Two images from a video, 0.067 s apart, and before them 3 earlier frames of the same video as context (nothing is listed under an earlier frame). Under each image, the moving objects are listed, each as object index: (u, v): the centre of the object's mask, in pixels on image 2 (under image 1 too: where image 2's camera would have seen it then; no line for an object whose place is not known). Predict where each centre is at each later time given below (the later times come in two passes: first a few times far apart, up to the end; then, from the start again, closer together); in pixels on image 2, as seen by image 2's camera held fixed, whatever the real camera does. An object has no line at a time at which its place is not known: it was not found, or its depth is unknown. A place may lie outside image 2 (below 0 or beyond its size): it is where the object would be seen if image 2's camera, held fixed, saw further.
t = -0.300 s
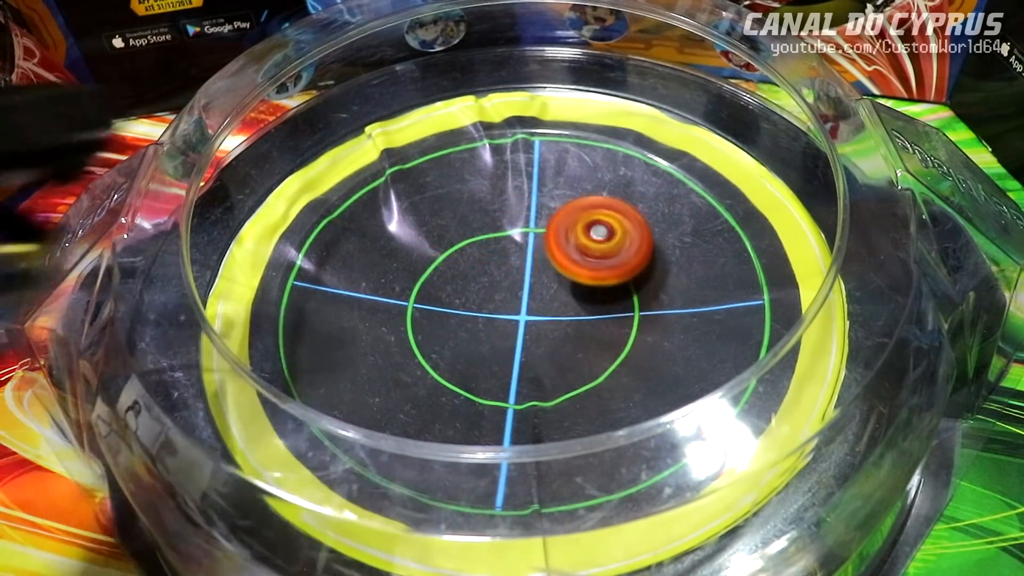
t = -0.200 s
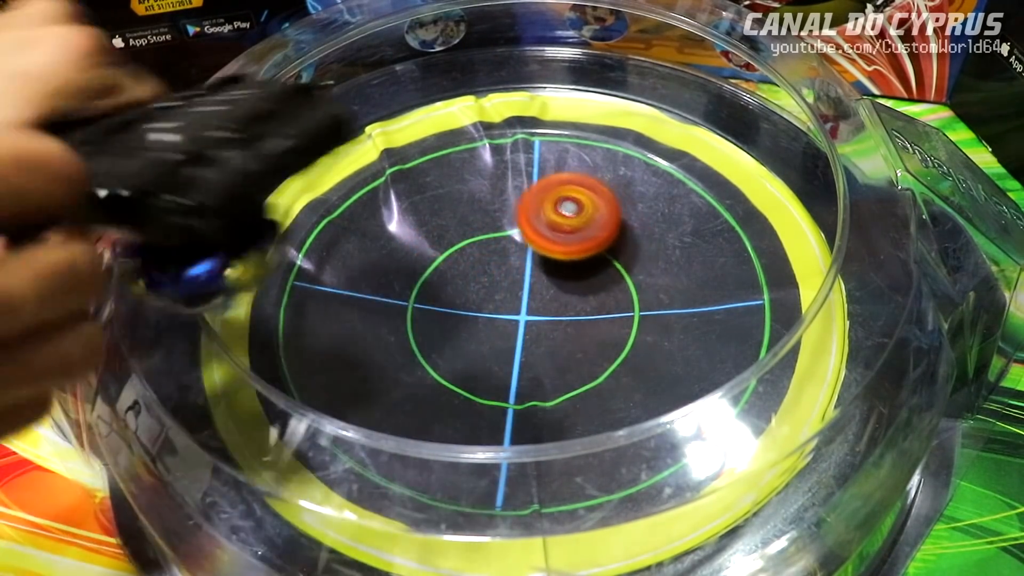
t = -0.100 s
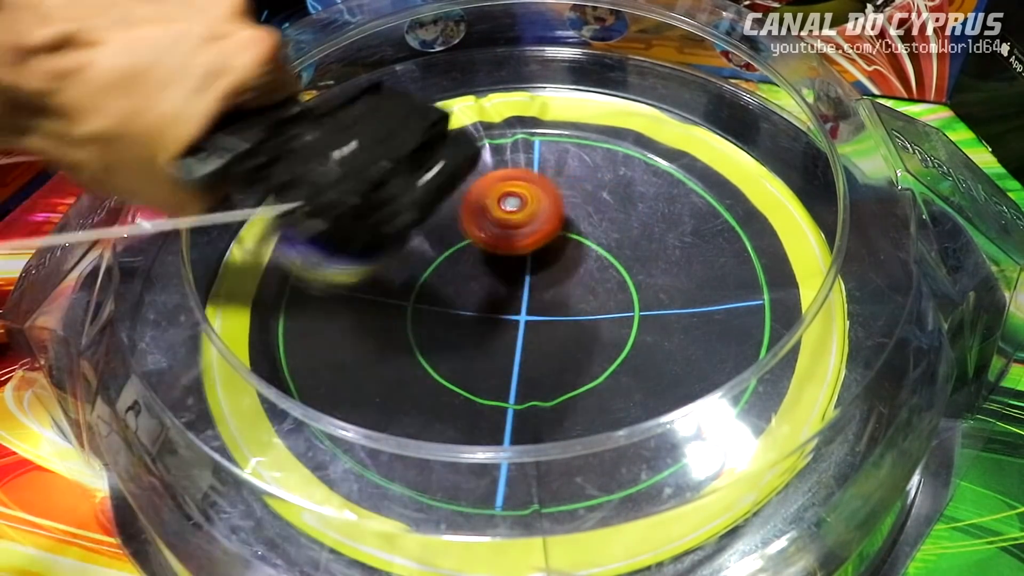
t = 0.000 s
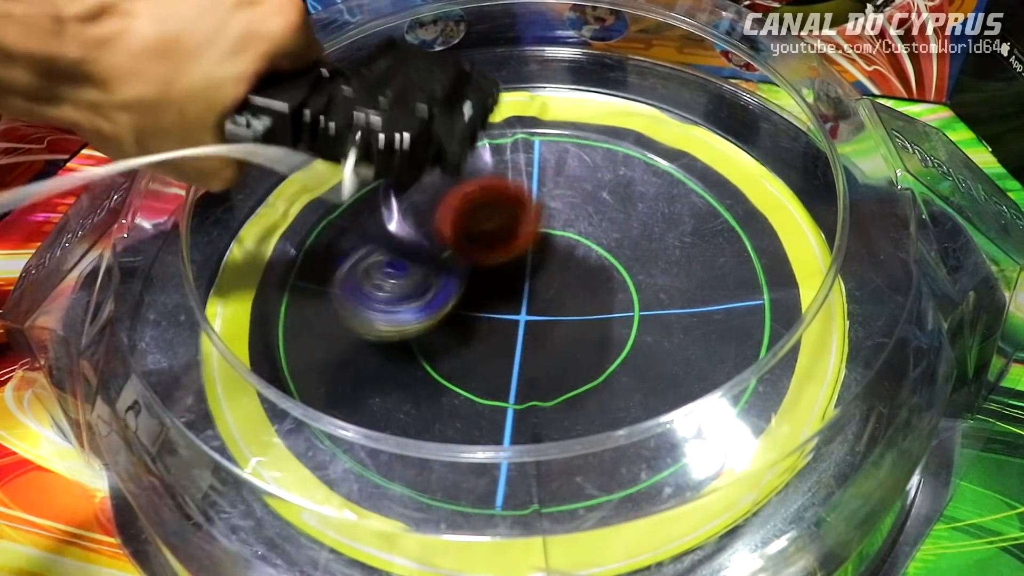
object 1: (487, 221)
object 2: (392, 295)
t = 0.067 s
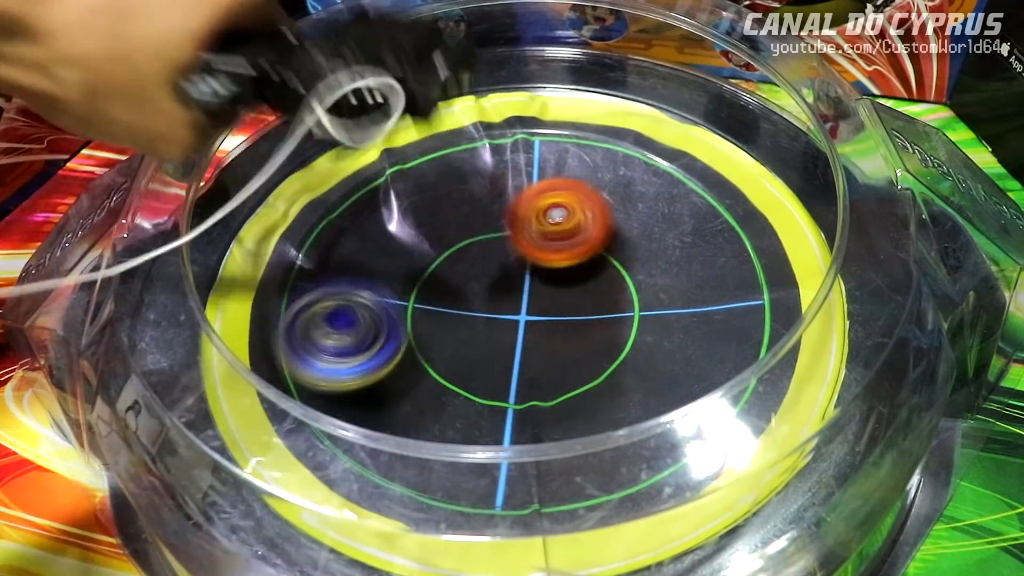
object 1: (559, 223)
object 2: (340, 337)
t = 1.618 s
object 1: (806, 444)
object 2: (161, 309)
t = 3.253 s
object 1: (462, 162)
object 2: (843, 387)
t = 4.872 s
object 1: (624, 210)
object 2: (568, 71)
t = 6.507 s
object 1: (532, 270)
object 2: (628, 185)
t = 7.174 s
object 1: (278, 434)
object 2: (530, 69)
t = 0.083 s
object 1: (574, 222)
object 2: (335, 349)
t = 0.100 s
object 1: (588, 225)
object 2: (332, 358)
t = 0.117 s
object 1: (600, 226)
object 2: (333, 367)
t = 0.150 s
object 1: (623, 232)
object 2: (346, 381)
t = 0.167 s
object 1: (633, 236)
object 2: (356, 387)
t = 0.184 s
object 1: (641, 238)
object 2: (362, 407)
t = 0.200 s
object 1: (648, 243)
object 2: (380, 412)
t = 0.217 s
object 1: (653, 246)
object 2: (402, 416)
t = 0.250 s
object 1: (659, 254)
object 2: (443, 418)
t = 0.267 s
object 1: (660, 258)
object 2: (469, 408)
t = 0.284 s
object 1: (660, 261)
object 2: (498, 405)
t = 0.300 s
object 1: (658, 266)
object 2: (523, 399)
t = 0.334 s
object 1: (651, 272)
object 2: (581, 381)
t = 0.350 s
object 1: (645, 273)
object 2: (603, 367)
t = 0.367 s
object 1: (645, 265)
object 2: (614, 361)
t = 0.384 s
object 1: (651, 244)
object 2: (615, 367)
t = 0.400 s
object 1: (655, 224)
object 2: (616, 375)
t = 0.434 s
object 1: (661, 192)
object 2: (614, 385)
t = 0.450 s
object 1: (662, 176)
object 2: (614, 398)
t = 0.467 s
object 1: (663, 162)
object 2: (613, 400)
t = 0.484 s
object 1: (662, 147)
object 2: (610, 400)
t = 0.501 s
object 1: (659, 134)
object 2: (606, 390)
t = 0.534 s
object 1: (650, 117)
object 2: (604, 386)
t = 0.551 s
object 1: (645, 110)
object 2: (602, 380)
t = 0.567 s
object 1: (641, 103)
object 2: (601, 374)
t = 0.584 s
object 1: (637, 97)
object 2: (599, 366)
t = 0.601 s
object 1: (635, 89)
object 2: (595, 352)
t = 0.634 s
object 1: (631, 78)
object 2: (589, 324)
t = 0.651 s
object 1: (629, 73)
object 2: (585, 307)
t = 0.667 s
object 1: (626, 70)
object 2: (579, 290)
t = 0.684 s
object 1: (622, 71)
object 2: (570, 272)
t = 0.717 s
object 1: (610, 77)
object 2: (548, 235)
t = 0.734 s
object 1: (604, 79)
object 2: (533, 217)
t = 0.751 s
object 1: (600, 82)
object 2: (522, 203)
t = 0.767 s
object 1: (595, 84)
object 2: (506, 186)
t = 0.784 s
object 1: (592, 88)
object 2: (491, 171)
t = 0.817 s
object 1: (586, 95)
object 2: (466, 148)
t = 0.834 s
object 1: (585, 100)
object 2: (450, 135)
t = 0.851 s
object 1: (584, 104)
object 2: (436, 123)
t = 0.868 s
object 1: (583, 110)
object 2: (421, 113)
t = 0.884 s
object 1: (581, 120)
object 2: (407, 104)
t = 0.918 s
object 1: (575, 142)
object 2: (382, 102)
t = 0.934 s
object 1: (570, 155)
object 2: (367, 101)
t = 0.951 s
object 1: (565, 170)
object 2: (355, 98)
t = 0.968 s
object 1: (558, 185)
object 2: (341, 96)
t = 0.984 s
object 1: (551, 201)
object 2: (331, 96)
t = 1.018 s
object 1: (534, 240)
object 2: (313, 105)
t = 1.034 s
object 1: (524, 259)
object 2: (304, 110)
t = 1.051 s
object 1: (515, 279)
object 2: (296, 112)
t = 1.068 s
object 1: (507, 297)
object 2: (288, 119)
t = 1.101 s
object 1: (493, 333)
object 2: (275, 134)
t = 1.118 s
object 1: (488, 348)
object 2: (269, 140)
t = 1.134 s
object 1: (484, 363)
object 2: (264, 148)
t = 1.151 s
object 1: (480, 378)
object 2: (258, 154)
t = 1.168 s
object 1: (480, 390)
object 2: (251, 160)
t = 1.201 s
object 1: (482, 405)
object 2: (240, 173)
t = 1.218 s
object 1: (484, 426)
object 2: (232, 179)
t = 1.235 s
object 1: (487, 439)
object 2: (230, 185)
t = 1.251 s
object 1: (492, 450)
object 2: (217, 190)
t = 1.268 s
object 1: (498, 463)
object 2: (210, 195)
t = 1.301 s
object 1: (518, 476)
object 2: (191, 202)
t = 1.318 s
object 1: (528, 478)
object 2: (183, 206)
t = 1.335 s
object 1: (540, 479)
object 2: (176, 211)
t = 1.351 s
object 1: (552, 480)
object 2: (163, 217)
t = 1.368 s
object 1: (567, 478)
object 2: (156, 222)
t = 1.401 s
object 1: (597, 491)
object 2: (146, 237)
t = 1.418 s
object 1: (612, 486)
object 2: (146, 244)
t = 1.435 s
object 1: (626, 486)
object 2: (146, 252)
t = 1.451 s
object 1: (639, 486)
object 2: (146, 258)
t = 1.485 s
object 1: (672, 489)
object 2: (145, 273)
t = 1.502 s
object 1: (691, 487)
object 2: (151, 277)
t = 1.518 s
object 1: (715, 475)
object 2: (145, 282)
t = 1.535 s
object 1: (732, 475)
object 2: (133, 290)
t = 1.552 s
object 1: (750, 471)
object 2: (128, 299)
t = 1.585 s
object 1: (787, 460)
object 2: (146, 308)
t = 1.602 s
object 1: (797, 450)
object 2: (155, 307)
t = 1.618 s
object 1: (806, 444)
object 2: (161, 309)
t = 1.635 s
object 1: (816, 438)
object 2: (169, 311)
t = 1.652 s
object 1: (828, 434)
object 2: (178, 315)
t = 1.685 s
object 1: (854, 427)
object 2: (207, 319)
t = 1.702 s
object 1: (856, 419)
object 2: (222, 320)
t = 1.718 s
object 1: (857, 411)
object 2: (239, 319)
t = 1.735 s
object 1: (857, 404)
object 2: (260, 317)
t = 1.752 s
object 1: (858, 399)
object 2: (273, 318)
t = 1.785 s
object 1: (857, 388)
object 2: (307, 326)
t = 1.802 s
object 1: (859, 384)
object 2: (322, 329)
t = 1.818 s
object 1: (859, 382)
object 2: (346, 335)
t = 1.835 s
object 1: (861, 379)
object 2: (369, 340)
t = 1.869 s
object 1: (864, 376)
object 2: (424, 351)
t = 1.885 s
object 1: (865, 376)
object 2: (452, 357)
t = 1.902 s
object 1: (866, 376)
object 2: (482, 358)
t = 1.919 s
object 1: (867, 377)
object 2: (518, 357)
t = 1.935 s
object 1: (868, 379)
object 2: (551, 354)
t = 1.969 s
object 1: (869, 385)
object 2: (616, 333)
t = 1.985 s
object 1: (868, 388)
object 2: (645, 319)
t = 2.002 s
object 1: (868, 392)
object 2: (672, 303)
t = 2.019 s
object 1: (866, 396)
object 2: (693, 288)
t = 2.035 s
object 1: (864, 400)
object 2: (710, 272)
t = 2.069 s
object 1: (859, 409)
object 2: (737, 240)
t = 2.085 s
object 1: (855, 414)
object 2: (750, 219)
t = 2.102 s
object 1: (851, 419)
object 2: (757, 203)
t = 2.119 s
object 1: (847, 425)
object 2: (764, 184)
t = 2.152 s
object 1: (839, 437)
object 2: (769, 157)
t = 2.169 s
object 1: (833, 443)
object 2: (772, 143)
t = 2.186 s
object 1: (829, 449)
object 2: (763, 125)
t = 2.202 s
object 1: (823, 456)
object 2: (753, 109)
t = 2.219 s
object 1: (818, 462)
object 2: (744, 98)
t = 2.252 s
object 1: (808, 475)
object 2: (725, 90)
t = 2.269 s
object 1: (802, 482)
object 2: (714, 80)
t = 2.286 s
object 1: (797, 488)
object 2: (703, 77)
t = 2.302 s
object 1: (789, 493)
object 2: (690, 71)
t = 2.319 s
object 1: (781, 499)
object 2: (677, 67)
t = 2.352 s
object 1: (767, 508)
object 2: (650, 59)
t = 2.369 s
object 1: (759, 513)
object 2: (635, 56)
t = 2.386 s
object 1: (751, 516)
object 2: (621, 53)
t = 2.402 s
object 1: (743, 519)
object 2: (604, 51)
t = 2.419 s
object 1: (734, 520)
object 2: (586, 51)
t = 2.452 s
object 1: (717, 523)
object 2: (552, 46)
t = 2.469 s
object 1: (709, 523)
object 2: (535, 45)
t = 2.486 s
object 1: (702, 524)
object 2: (519, 46)
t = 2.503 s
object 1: (694, 524)
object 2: (504, 49)
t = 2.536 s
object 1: (679, 526)
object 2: (471, 52)
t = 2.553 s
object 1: (672, 527)
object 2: (454, 53)
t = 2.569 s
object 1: (666, 527)
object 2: (441, 57)
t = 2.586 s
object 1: (659, 528)
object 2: (425, 59)
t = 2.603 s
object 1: (654, 528)
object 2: (410, 64)
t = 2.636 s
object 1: (642, 529)
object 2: (378, 72)
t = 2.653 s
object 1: (635, 529)
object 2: (364, 78)
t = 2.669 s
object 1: (629, 527)
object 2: (350, 83)
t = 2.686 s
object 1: (623, 525)
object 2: (336, 90)
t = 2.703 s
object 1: (616, 523)
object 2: (322, 96)
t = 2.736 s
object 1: (603, 511)
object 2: (296, 111)
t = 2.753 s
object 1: (597, 505)
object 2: (286, 120)
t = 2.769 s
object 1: (589, 494)
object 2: (274, 131)
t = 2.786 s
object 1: (582, 484)
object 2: (264, 142)
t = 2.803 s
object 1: (577, 475)
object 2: (259, 152)
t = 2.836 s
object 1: (566, 460)
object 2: (257, 180)
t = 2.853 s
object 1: (560, 450)
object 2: (257, 192)
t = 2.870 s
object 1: (556, 437)
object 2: (260, 204)
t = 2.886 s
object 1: (551, 425)
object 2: (266, 222)
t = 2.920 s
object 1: (544, 395)
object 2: (282, 257)
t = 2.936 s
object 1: (542, 383)
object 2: (293, 277)
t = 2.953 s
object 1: (540, 366)
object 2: (303, 297)
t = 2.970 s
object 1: (538, 351)
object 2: (314, 319)
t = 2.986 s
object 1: (536, 335)
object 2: (329, 343)
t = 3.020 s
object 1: (532, 302)
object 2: (375, 379)
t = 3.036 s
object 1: (528, 286)
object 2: (402, 392)
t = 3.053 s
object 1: (525, 270)
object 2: (431, 413)
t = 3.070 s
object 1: (522, 255)
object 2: (466, 431)
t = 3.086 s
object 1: (517, 241)
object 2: (504, 441)
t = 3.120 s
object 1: (509, 216)
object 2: (578, 447)
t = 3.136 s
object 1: (503, 203)
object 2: (614, 445)
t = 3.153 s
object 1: (497, 193)
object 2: (656, 439)
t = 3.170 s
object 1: (492, 187)
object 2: (687, 435)
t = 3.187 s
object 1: (486, 180)
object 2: (725, 432)
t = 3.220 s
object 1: (475, 170)
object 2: (799, 418)
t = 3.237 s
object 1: (468, 165)
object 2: (825, 407)
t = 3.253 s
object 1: (462, 162)
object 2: (843, 387)
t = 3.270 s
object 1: (455, 162)
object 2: (862, 364)
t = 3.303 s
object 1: (441, 162)
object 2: (860, 339)
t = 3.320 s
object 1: (433, 165)
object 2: (846, 319)
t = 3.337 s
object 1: (426, 167)
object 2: (834, 304)
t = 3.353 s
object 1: (418, 171)
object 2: (823, 294)
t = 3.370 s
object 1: (410, 177)
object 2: (811, 280)
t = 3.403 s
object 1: (396, 191)
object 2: (783, 253)
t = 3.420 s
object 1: (388, 200)
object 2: (775, 242)
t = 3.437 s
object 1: (381, 209)
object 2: (762, 230)
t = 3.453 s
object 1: (375, 219)
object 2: (748, 220)
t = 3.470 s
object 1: (369, 231)
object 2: (730, 209)
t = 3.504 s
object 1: (361, 254)
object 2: (698, 188)
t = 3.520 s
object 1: (358, 266)
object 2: (681, 176)
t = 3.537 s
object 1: (357, 276)
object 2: (660, 161)
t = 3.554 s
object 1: (359, 288)
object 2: (638, 153)
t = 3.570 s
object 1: (361, 299)
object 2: (614, 143)
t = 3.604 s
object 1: (373, 319)
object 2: (564, 129)
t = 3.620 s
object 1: (381, 327)
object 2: (536, 125)
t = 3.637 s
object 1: (390, 335)
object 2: (511, 121)
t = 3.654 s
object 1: (401, 343)
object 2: (487, 119)
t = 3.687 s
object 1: (427, 354)
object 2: (434, 121)
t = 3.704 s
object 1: (444, 359)
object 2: (410, 123)
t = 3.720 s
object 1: (460, 360)
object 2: (385, 128)
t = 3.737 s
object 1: (478, 361)
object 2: (361, 137)
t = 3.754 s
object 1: (497, 360)
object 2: (340, 146)
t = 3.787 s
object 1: (530, 352)
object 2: (292, 163)
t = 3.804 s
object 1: (547, 347)
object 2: (273, 173)
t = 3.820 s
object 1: (562, 337)
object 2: (257, 183)
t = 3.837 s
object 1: (575, 329)
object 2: (244, 189)
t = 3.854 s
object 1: (585, 319)
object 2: (234, 197)
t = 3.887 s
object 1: (604, 295)
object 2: (199, 220)
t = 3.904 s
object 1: (609, 283)
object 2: (183, 231)
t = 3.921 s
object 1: (613, 273)
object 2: (174, 240)
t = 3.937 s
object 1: (614, 259)
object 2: (160, 252)
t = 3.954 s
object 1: (614, 247)
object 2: (145, 263)
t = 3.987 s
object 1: (608, 224)
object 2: (126, 277)
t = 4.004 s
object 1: (603, 215)
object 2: (121, 288)
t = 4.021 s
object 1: (597, 206)
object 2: (124, 301)
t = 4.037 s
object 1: (588, 198)
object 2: (126, 307)
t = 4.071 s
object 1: (569, 185)
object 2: (149, 317)
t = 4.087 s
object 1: (559, 180)
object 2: (154, 322)
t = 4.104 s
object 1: (547, 175)
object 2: (156, 328)
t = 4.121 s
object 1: (535, 172)
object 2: (162, 331)
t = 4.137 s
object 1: (524, 170)
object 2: (169, 335)
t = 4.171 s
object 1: (501, 170)
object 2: (188, 345)
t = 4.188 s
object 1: (489, 172)
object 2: (198, 350)
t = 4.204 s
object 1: (479, 175)
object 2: (213, 358)
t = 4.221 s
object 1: (468, 177)
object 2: (230, 359)
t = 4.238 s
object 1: (459, 183)
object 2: (243, 359)
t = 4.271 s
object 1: (443, 194)
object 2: (277, 360)
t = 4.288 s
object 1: (434, 201)
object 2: (300, 356)
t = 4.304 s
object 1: (427, 210)
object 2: (315, 361)
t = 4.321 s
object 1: (420, 218)
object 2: (331, 368)
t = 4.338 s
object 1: (415, 227)
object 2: (349, 373)
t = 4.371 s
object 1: (408, 249)
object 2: (396, 386)
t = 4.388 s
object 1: (407, 260)
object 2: (420, 389)
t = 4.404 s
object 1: (408, 272)
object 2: (449, 391)
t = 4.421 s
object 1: (411, 285)
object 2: (480, 392)
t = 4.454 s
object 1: (424, 308)
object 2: (538, 386)
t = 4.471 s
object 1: (434, 319)
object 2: (568, 380)
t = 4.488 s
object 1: (444, 329)
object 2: (592, 372)
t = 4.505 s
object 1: (457, 336)
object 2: (614, 358)
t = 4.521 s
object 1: (469, 342)
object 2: (635, 342)
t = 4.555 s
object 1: (500, 350)
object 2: (667, 314)
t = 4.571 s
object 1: (515, 351)
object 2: (678, 295)
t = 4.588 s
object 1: (530, 351)
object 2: (687, 276)
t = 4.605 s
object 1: (546, 349)
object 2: (692, 260)
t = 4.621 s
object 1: (562, 344)
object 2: (696, 241)
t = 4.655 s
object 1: (589, 332)
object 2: (693, 208)
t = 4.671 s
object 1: (601, 325)
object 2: (692, 195)
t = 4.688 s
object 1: (612, 316)
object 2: (684, 179)
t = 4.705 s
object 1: (622, 305)
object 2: (677, 160)
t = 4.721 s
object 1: (630, 295)
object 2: (667, 146)
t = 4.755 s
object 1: (640, 274)
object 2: (645, 119)
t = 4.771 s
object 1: (642, 262)
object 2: (630, 109)
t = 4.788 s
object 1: (642, 252)
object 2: (616, 102)
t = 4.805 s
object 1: (642, 242)
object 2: (603, 94)
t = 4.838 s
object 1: (636, 224)
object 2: (583, 79)
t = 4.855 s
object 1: (630, 216)
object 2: (576, 75)
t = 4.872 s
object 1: (624, 210)
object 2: (568, 71)
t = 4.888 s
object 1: (617, 205)
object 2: (562, 66)
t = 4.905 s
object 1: (608, 201)
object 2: (557, 62)
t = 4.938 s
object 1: (590, 195)
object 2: (544, 55)
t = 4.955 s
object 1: (582, 195)
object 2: (536, 55)
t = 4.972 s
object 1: (572, 196)
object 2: (527, 57)
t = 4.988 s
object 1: (562, 197)
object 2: (517, 60)
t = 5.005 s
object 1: (552, 200)
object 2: (507, 61)
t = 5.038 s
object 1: (533, 209)
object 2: (491, 65)
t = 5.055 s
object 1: (523, 213)
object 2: (485, 67)
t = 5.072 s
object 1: (511, 219)
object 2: (481, 69)
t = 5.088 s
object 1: (501, 226)
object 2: (477, 71)
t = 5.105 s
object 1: (490, 233)
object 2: (474, 74)
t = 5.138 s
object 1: (473, 250)
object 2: (468, 78)
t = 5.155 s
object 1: (466, 260)
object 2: (464, 80)
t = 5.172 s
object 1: (461, 271)
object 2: (462, 82)
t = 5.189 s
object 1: (457, 281)
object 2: (459, 85)
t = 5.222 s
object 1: (453, 300)
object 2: (452, 90)
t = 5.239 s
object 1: (454, 309)
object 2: (450, 93)
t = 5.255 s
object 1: (456, 318)
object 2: (447, 96)
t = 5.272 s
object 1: (460, 326)
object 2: (444, 100)
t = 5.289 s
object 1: (465, 333)
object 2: (440, 105)
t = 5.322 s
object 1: (480, 345)
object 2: (433, 122)
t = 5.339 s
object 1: (490, 350)
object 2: (428, 134)
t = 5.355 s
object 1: (501, 353)
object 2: (422, 147)
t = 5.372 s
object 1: (514, 356)
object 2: (413, 158)
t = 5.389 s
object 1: (527, 356)
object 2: (406, 171)
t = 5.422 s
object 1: (555, 355)
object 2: (392, 201)
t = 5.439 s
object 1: (569, 352)
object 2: (385, 217)
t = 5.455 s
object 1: (581, 348)
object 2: (384, 234)
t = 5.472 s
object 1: (592, 344)
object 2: (382, 253)
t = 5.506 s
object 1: (611, 332)
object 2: (385, 289)
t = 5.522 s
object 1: (619, 325)
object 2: (393, 308)
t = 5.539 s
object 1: (624, 317)
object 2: (403, 325)
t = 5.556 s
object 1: (628, 310)
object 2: (415, 341)
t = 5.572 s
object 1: (630, 302)
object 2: (429, 355)
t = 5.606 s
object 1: (630, 288)
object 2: (465, 378)
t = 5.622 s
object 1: (627, 281)
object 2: (484, 386)
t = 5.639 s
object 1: (623, 275)
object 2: (505, 391)
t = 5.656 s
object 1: (619, 269)
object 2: (526, 393)
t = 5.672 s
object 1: (613, 264)
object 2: (547, 394)
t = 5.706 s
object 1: (599, 254)
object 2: (591, 391)
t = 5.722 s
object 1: (589, 249)
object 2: (610, 387)
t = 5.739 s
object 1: (579, 244)
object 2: (633, 381)
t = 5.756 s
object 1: (568, 240)
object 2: (653, 375)
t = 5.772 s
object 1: (555, 238)
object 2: (673, 368)
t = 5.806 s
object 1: (530, 235)
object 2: (713, 353)
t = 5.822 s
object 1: (518, 234)
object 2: (729, 342)
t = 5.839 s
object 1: (506, 234)
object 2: (743, 330)
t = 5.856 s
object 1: (495, 233)
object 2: (752, 315)
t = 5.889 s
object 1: (476, 236)
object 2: (765, 290)
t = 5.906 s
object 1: (468, 239)
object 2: (769, 277)
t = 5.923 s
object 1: (460, 244)
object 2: (775, 266)
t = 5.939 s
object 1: (453, 249)
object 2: (781, 255)
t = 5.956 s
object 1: (448, 255)
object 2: (784, 246)
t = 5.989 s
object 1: (441, 269)
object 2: (786, 231)
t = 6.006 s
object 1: (439, 278)
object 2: (787, 227)
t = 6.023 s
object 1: (437, 288)
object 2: (787, 224)
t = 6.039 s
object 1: (437, 295)
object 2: (787, 221)
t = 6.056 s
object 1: (440, 303)
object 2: (787, 220)
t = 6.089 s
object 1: (447, 320)
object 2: (787, 217)
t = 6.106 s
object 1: (453, 328)
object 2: (787, 216)
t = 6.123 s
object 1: (460, 334)
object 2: (787, 216)
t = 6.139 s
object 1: (468, 339)
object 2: (786, 213)
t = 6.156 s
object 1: (477, 342)
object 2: (785, 212)
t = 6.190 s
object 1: (495, 346)
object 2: (784, 210)
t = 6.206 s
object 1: (504, 346)
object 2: (782, 211)
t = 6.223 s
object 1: (514, 345)
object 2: (781, 210)
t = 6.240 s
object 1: (523, 342)
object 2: (779, 210)
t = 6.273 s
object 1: (537, 335)
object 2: (773, 209)
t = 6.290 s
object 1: (542, 331)
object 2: (769, 209)
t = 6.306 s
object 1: (547, 326)
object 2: (765, 209)
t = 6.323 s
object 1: (552, 321)
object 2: (762, 208)
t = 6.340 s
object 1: (556, 315)
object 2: (757, 207)
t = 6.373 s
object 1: (562, 304)
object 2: (743, 205)
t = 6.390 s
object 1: (563, 299)
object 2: (733, 206)
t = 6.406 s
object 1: (563, 294)
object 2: (722, 203)
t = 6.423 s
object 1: (561, 288)
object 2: (709, 201)
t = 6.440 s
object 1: (558, 283)
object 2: (696, 200)
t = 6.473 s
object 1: (547, 276)
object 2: (663, 192)
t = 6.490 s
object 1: (540, 272)
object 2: (647, 188)
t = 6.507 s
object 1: (532, 270)
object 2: (628, 185)
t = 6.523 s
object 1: (523, 268)
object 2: (608, 185)
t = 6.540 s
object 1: (514, 266)
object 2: (589, 183)
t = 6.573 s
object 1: (489, 269)
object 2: (553, 183)
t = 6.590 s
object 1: (458, 284)
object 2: (556, 169)
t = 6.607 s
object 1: (424, 298)
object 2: (560, 154)
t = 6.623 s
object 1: (393, 310)
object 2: (563, 140)
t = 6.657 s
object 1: (340, 333)
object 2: (568, 113)
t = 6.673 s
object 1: (316, 344)
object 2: (567, 104)
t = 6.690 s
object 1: (301, 352)
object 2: (564, 98)
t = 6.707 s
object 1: (282, 362)
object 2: (562, 94)
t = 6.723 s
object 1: (259, 380)
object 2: (559, 90)
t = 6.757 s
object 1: (215, 415)
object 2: (555, 83)
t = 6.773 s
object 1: (212, 415)
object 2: (554, 81)
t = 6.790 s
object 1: (204, 422)
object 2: (552, 79)
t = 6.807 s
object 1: (201, 430)
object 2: (551, 73)
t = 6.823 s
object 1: (197, 440)
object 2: (549, 72)
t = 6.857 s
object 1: (187, 451)
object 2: (548, 68)
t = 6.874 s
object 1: (186, 460)
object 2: (547, 69)
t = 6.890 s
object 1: (189, 459)
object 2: (546, 67)
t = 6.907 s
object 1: (194, 459)
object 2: (545, 66)
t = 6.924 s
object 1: (202, 460)
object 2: (544, 66)
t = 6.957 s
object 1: (213, 457)
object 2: (542, 61)
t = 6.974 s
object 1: (220, 457)
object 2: (541, 63)
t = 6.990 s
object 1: (224, 456)
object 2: (541, 62)
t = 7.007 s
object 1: (228, 456)
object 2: (539, 61)
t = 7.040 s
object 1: (234, 454)
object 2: (537, 61)
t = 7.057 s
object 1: (235, 454)
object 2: (537, 62)
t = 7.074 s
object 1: (236, 453)
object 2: (536, 62)
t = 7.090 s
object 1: (238, 452)
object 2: (535, 63)
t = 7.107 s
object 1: (242, 450)
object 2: (534, 62)
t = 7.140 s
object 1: (261, 444)
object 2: (533, 65)
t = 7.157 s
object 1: (269, 438)
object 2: (532, 68)
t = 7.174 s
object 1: (278, 434)
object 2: (530, 69)
